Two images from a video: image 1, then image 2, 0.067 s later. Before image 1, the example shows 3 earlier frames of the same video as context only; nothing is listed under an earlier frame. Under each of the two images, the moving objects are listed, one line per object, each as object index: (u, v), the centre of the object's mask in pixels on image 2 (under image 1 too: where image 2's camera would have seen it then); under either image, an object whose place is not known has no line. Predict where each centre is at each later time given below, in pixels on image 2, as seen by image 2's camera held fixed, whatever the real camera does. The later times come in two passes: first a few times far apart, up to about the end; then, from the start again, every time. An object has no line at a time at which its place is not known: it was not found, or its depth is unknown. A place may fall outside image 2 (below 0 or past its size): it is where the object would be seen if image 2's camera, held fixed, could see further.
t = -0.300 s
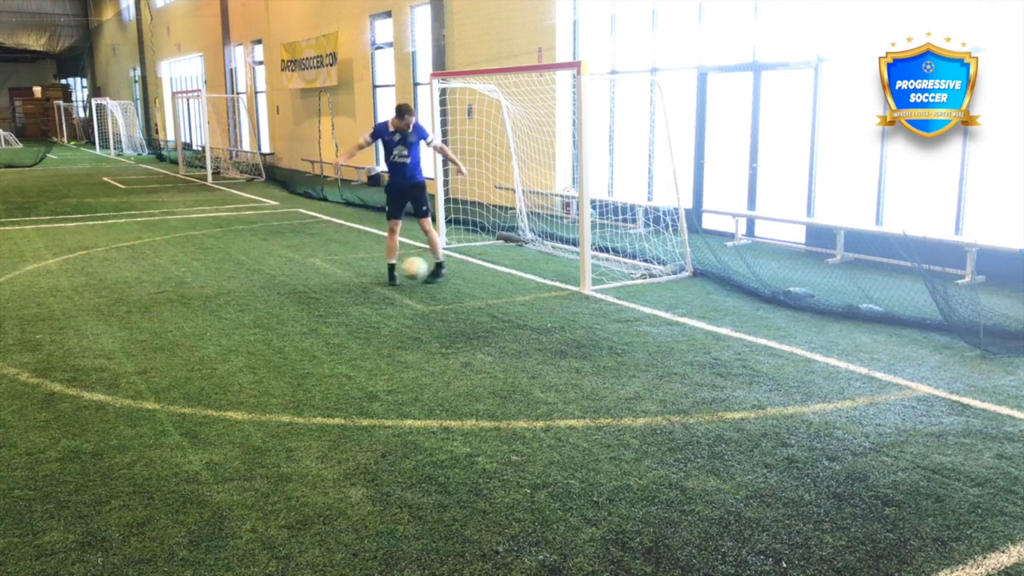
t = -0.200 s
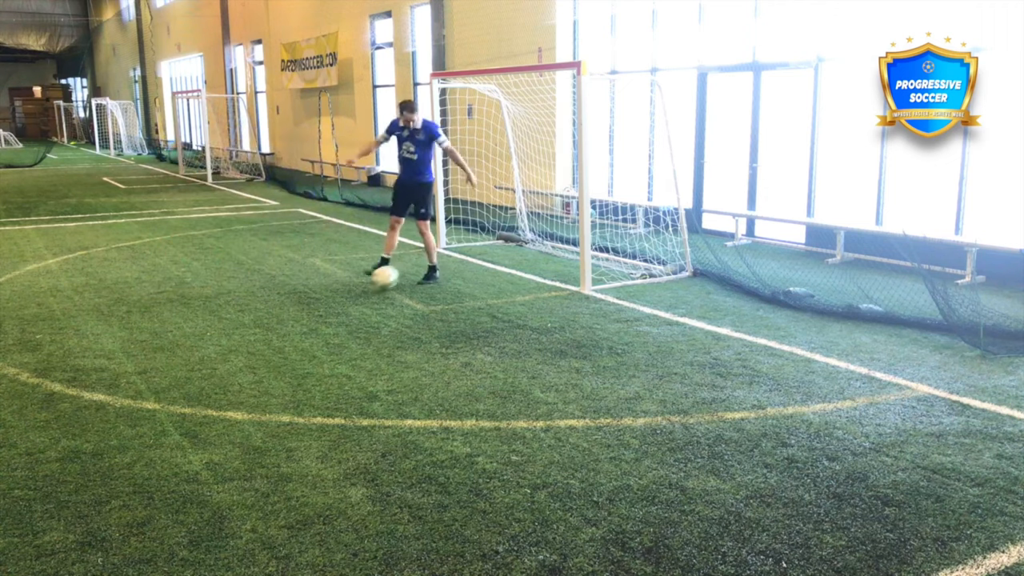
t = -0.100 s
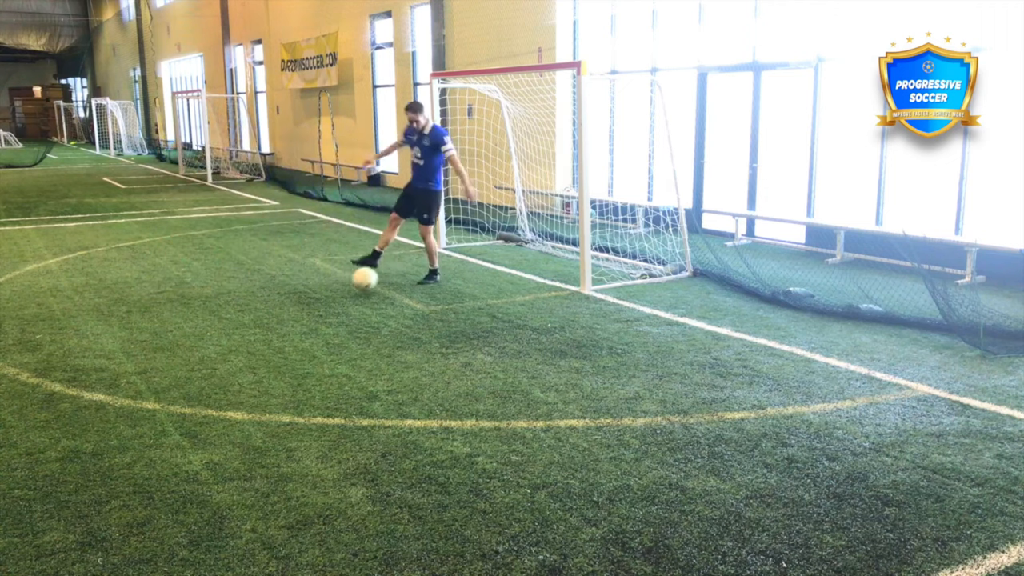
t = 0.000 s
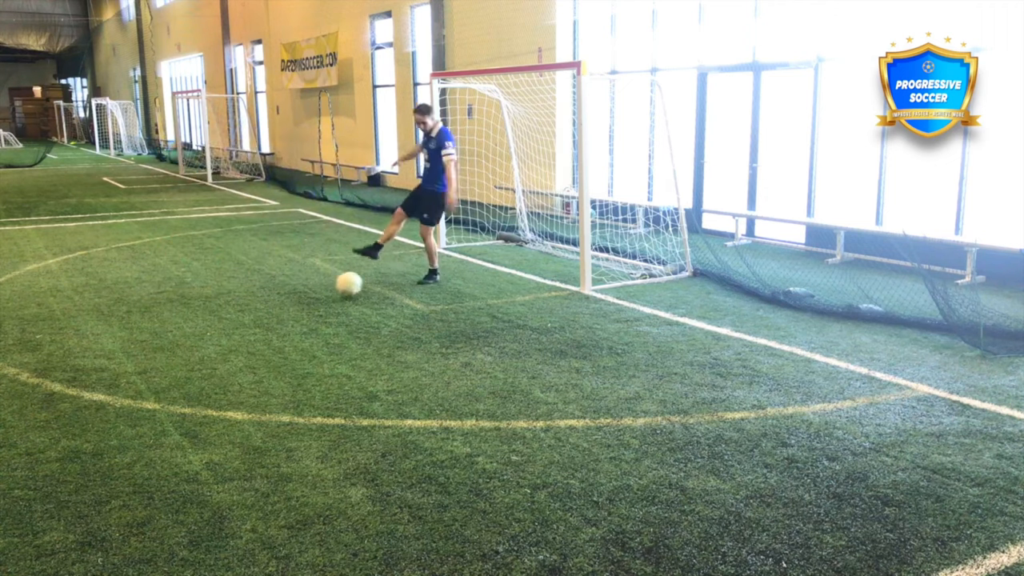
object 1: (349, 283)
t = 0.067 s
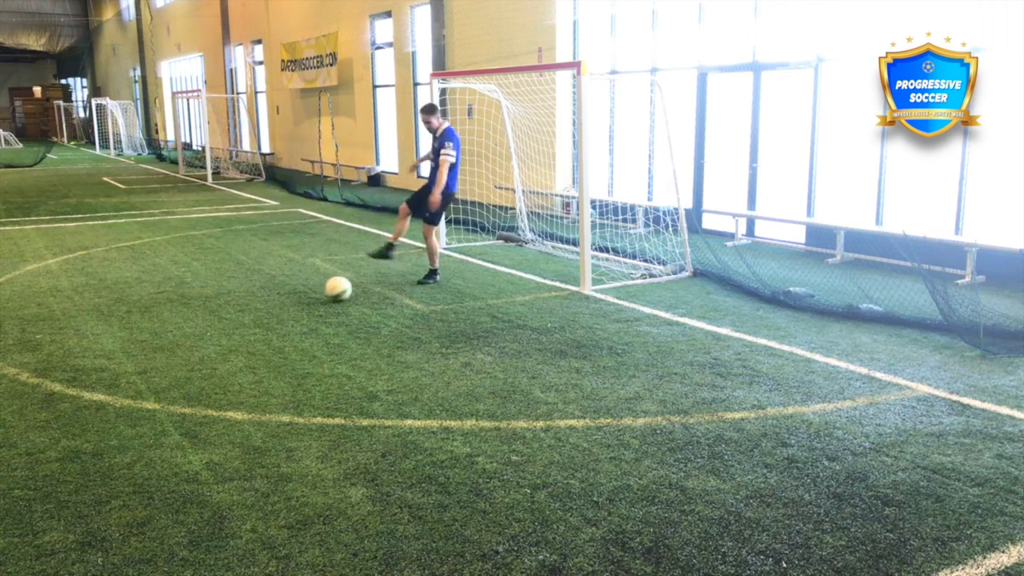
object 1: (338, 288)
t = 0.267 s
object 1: (310, 295)
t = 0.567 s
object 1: (266, 307)
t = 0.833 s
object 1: (227, 317)
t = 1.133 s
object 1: (182, 327)
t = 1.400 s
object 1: (142, 337)
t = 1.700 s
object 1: (99, 348)
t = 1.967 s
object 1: (61, 357)
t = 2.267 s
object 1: (19, 367)
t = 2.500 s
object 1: (4, 373)
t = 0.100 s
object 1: (334, 288)
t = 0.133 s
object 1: (329, 289)
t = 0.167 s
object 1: (325, 292)
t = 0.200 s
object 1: (320, 294)
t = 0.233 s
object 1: (315, 294)
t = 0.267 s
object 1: (310, 295)
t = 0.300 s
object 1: (306, 297)
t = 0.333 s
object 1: (301, 299)
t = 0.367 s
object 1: (296, 299)
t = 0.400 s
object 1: (291, 301)
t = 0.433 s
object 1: (286, 302)
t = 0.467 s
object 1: (281, 303)
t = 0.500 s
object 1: (276, 304)
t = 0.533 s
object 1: (272, 305)
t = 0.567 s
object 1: (266, 307)
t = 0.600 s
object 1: (262, 308)
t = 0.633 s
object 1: (257, 309)
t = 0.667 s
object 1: (251, 311)
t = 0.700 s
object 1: (247, 312)
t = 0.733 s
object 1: (242, 313)
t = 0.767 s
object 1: (237, 314)
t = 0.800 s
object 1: (232, 315)
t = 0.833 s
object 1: (227, 317)
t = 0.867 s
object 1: (221, 318)
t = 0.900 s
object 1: (217, 319)
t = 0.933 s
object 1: (211, 320)
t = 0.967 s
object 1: (207, 322)
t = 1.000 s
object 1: (202, 323)
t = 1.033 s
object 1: (196, 324)
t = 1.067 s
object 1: (192, 325)
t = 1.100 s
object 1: (187, 326)
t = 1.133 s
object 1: (182, 327)
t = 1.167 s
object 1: (177, 329)
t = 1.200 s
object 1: (172, 330)
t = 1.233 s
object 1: (167, 331)
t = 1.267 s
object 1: (162, 332)
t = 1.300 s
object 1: (157, 334)
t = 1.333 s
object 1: (152, 335)
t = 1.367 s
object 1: (147, 336)
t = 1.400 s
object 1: (142, 337)
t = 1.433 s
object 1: (137, 338)
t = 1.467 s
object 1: (133, 340)
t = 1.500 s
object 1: (128, 340)
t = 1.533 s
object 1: (123, 342)
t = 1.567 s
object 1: (119, 343)
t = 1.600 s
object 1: (114, 344)
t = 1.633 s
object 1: (109, 345)
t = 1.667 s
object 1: (104, 347)
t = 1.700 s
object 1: (99, 348)
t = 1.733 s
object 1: (94, 349)
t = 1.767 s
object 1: (89, 350)
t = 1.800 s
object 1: (84, 351)
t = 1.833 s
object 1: (79, 352)
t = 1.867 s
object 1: (75, 353)
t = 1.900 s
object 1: (71, 354)
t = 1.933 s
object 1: (66, 355)
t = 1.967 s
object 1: (61, 357)
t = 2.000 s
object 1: (57, 358)
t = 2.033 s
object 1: (51, 359)
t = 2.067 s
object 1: (47, 360)
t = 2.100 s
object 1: (42, 362)
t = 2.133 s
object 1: (38, 363)
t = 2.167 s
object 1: (33, 363)
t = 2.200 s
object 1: (27, 365)
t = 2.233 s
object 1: (23, 366)
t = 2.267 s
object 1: (19, 367)
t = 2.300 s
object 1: (16, 368)
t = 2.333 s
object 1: (14, 369)
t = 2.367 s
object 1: (12, 369)
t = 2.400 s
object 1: (10, 370)
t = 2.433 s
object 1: (8, 371)
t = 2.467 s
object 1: (6, 372)
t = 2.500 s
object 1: (4, 373)
